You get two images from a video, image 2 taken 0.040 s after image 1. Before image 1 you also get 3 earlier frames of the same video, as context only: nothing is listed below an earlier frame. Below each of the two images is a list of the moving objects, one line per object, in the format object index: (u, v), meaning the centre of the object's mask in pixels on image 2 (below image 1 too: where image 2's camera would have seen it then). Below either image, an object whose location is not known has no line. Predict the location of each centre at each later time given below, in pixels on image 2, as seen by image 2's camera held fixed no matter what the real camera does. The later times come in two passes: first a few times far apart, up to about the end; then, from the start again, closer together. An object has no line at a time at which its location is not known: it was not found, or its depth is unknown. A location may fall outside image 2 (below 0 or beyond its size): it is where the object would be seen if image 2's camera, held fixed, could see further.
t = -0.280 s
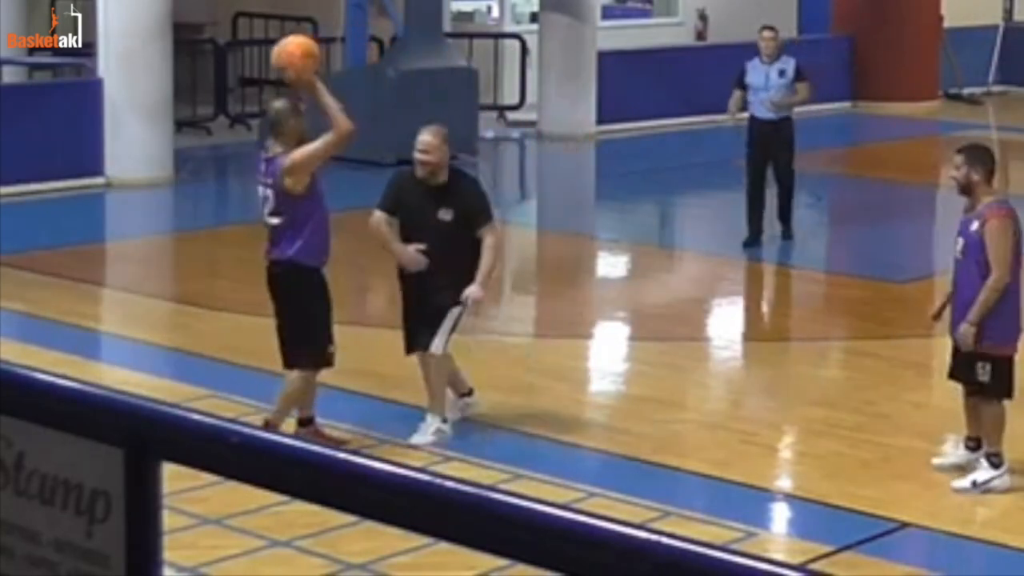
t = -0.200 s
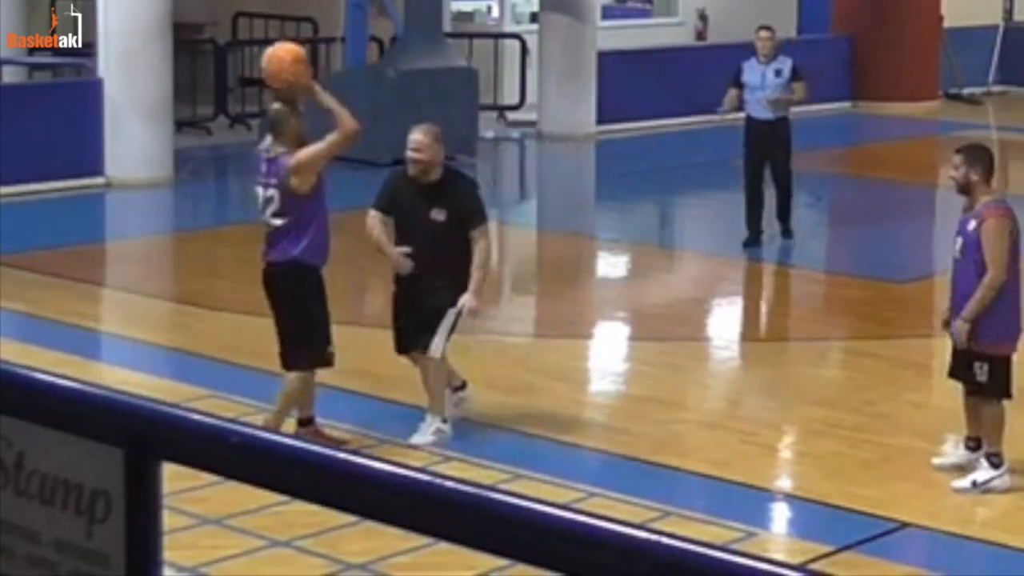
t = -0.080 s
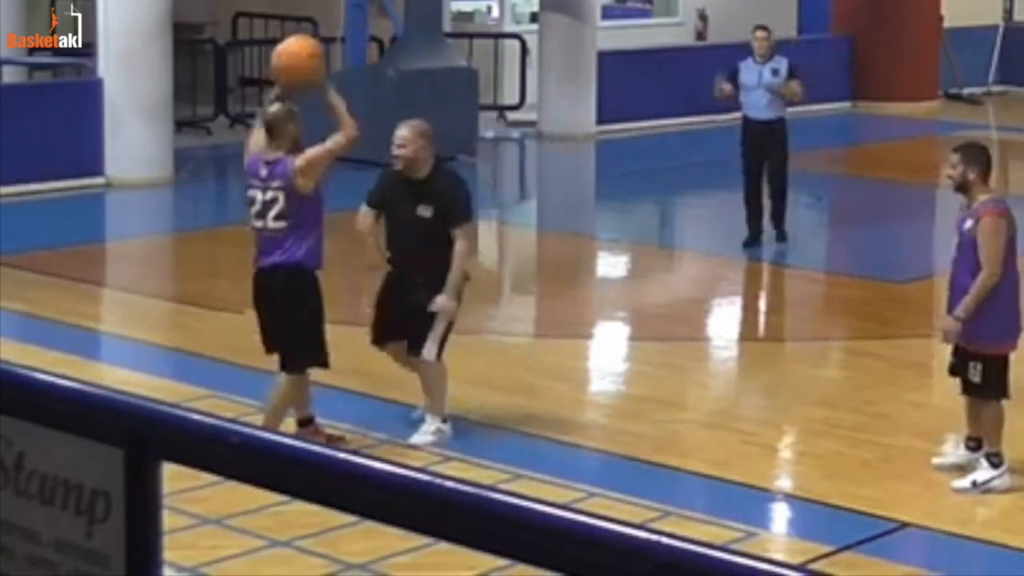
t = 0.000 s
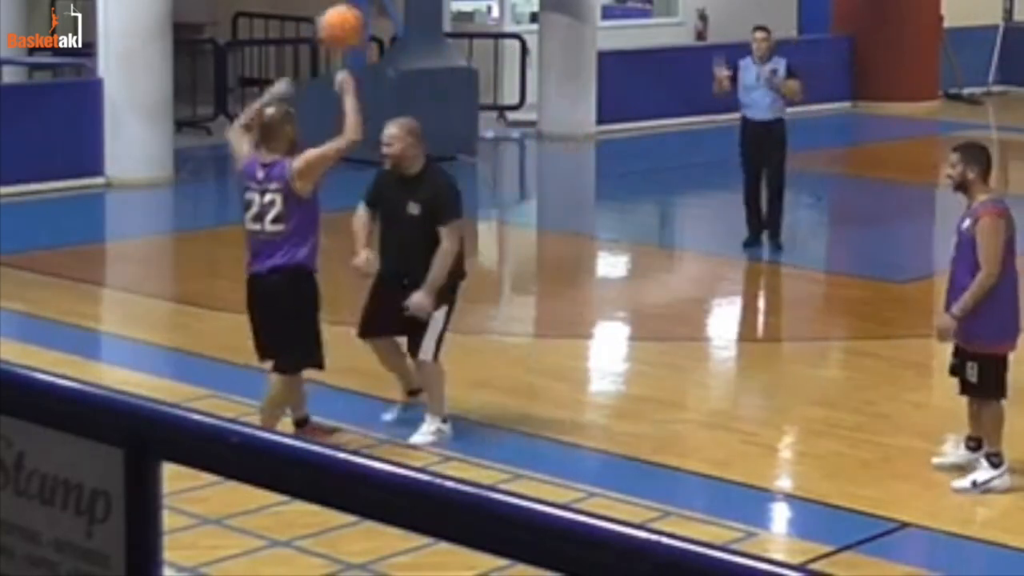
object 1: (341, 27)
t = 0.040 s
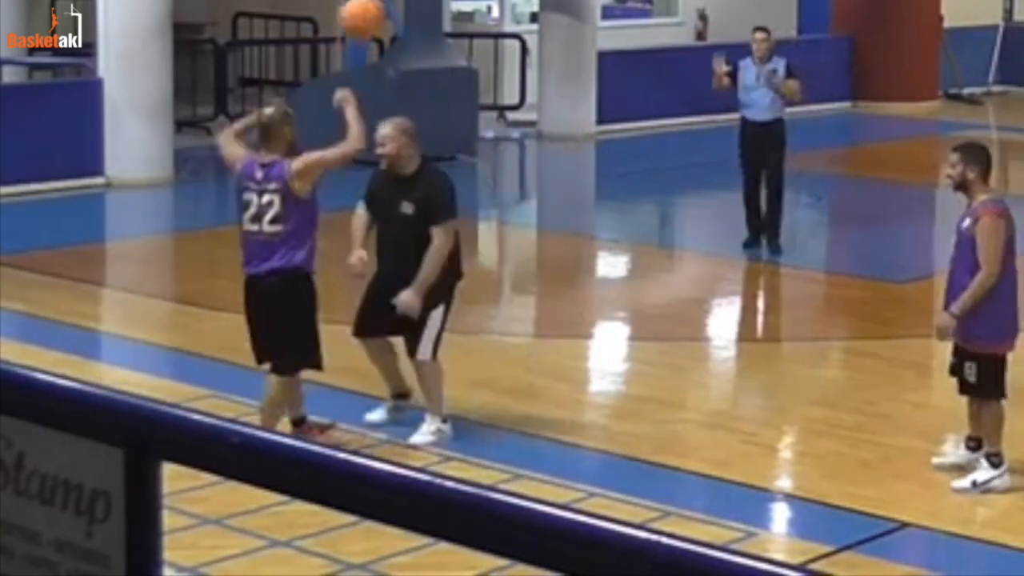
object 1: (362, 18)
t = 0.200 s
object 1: (442, 12)
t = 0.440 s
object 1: (545, 69)
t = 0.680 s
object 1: (625, 205)
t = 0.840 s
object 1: (666, 273)
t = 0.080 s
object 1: (383, 13)
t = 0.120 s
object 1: (405, 12)
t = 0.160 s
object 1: (423, 12)
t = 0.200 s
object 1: (442, 12)
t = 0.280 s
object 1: (478, 19)
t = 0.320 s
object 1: (496, 27)
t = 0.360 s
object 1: (512, 41)
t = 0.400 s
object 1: (528, 51)
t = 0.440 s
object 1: (545, 69)
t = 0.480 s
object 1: (559, 86)
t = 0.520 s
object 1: (574, 110)
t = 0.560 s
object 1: (588, 131)
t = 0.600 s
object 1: (600, 154)
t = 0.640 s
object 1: (613, 179)
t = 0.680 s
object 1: (625, 205)
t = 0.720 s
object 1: (635, 234)
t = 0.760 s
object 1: (647, 264)
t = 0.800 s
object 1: (658, 297)
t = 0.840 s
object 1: (666, 273)
